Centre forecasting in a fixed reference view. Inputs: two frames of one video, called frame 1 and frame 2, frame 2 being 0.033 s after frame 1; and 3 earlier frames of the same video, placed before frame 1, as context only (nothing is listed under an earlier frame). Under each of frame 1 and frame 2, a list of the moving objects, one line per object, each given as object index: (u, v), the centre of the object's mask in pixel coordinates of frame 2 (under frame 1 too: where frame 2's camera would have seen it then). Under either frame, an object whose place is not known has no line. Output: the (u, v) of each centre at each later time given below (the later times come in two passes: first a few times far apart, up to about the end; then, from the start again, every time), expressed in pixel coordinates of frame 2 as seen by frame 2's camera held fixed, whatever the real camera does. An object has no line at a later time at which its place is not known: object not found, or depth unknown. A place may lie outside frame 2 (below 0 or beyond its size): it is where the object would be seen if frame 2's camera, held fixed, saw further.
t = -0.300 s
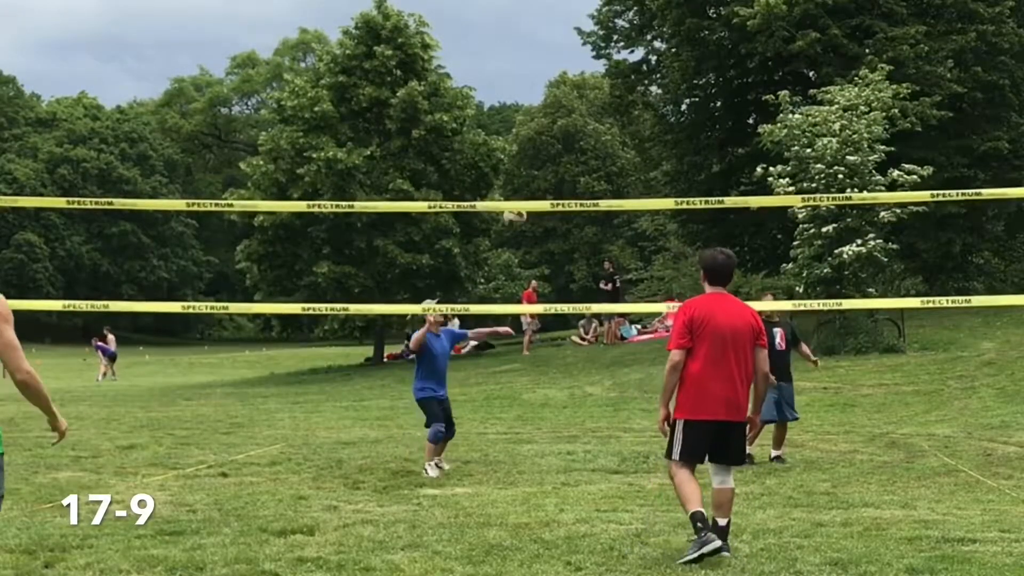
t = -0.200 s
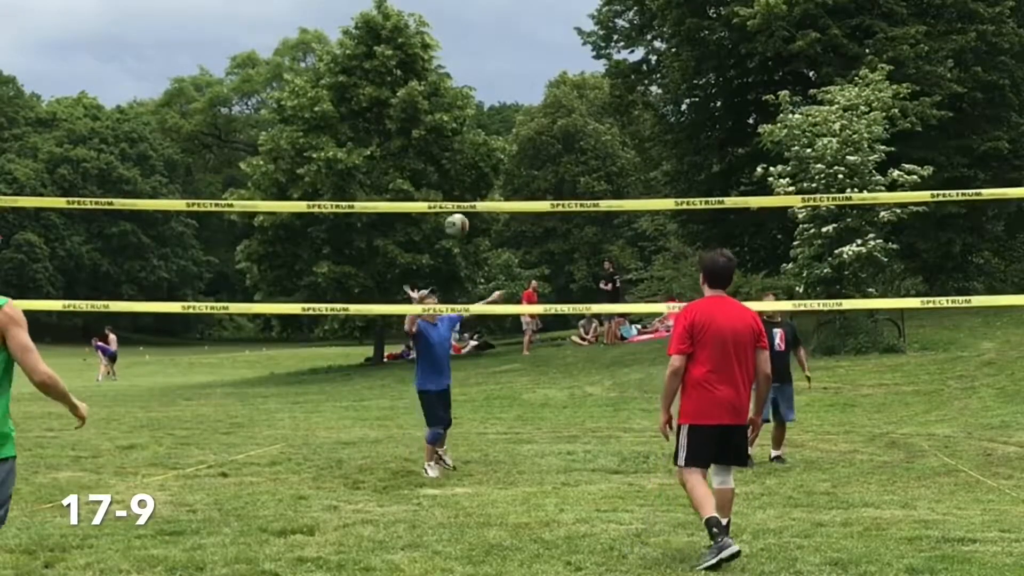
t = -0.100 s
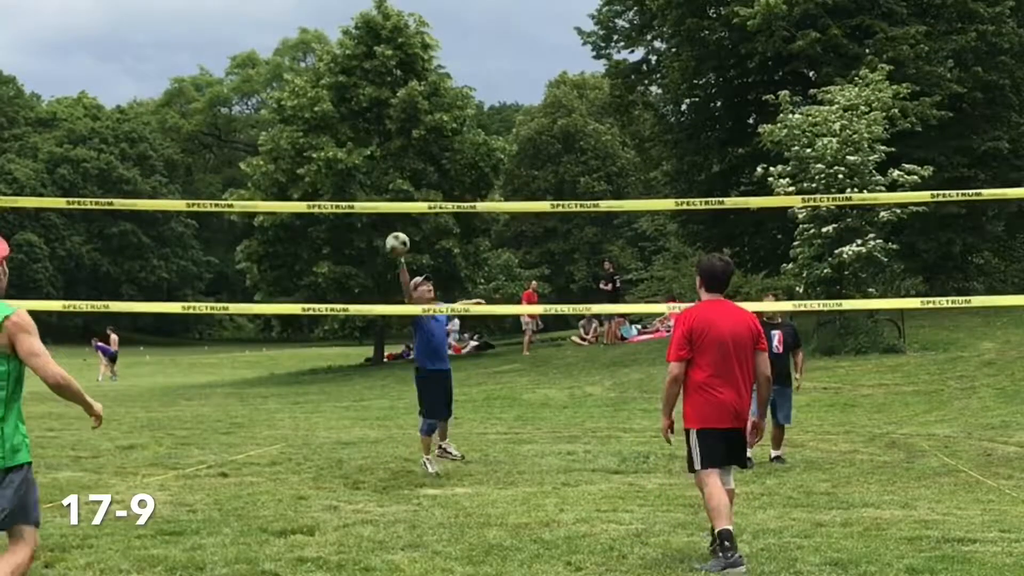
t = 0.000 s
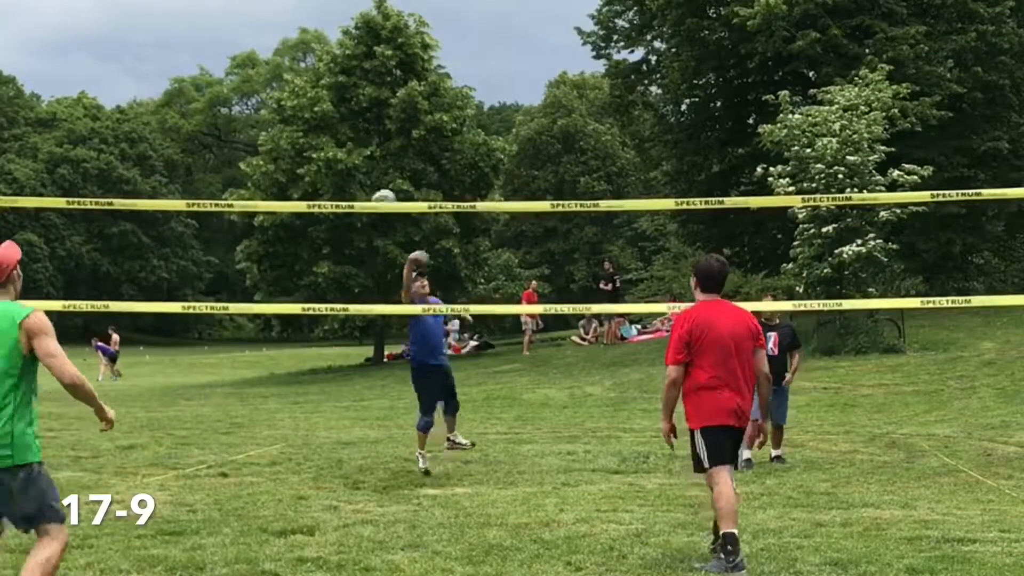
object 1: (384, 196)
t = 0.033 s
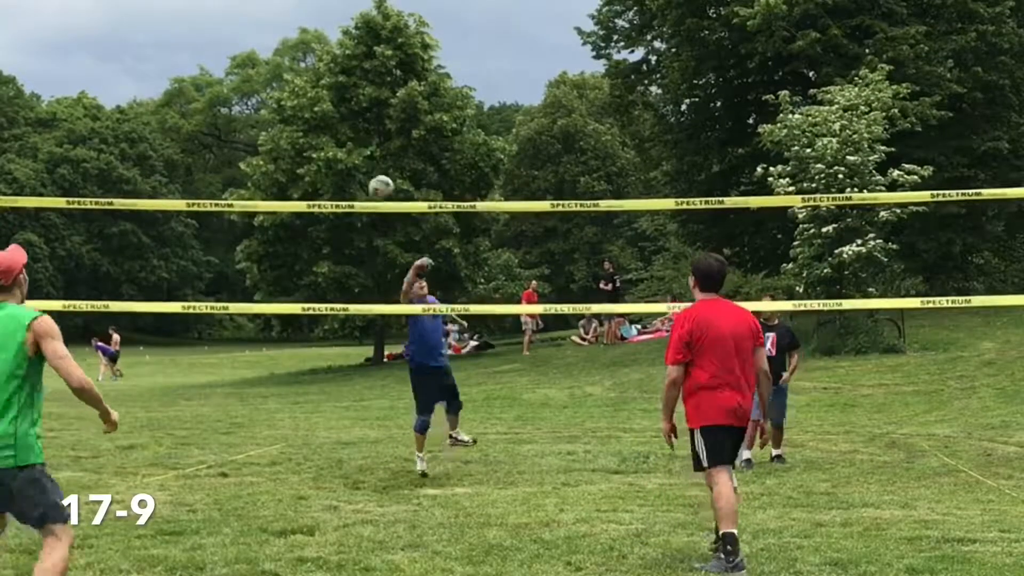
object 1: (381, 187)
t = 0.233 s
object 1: (361, 128)
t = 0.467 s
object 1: (330, 114)
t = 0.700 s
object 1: (295, 182)
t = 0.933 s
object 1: (254, 346)
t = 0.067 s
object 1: (378, 174)
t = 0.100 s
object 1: (374, 161)
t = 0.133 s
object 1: (371, 151)
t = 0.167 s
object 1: (368, 141)
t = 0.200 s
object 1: (365, 134)
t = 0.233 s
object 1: (361, 128)
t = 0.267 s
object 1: (357, 121)
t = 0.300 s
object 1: (352, 116)
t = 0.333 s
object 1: (348, 114)
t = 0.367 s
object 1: (344, 112)
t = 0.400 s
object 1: (340, 112)
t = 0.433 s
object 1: (336, 113)
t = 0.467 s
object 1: (330, 114)
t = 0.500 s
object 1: (326, 117)
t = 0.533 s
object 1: (321, 126)
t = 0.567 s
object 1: (316, 133)
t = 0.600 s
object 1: (310, 143)
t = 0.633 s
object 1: (306, 153)
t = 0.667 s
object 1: (300, 166)
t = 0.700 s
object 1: (295, 182)
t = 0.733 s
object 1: (290, 199)
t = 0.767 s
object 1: (284, 219)
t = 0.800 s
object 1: (279, 238)
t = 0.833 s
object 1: (272, 261)
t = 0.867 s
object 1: (267, 288)
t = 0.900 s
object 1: (261, 316)
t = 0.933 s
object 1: (254, 346)
